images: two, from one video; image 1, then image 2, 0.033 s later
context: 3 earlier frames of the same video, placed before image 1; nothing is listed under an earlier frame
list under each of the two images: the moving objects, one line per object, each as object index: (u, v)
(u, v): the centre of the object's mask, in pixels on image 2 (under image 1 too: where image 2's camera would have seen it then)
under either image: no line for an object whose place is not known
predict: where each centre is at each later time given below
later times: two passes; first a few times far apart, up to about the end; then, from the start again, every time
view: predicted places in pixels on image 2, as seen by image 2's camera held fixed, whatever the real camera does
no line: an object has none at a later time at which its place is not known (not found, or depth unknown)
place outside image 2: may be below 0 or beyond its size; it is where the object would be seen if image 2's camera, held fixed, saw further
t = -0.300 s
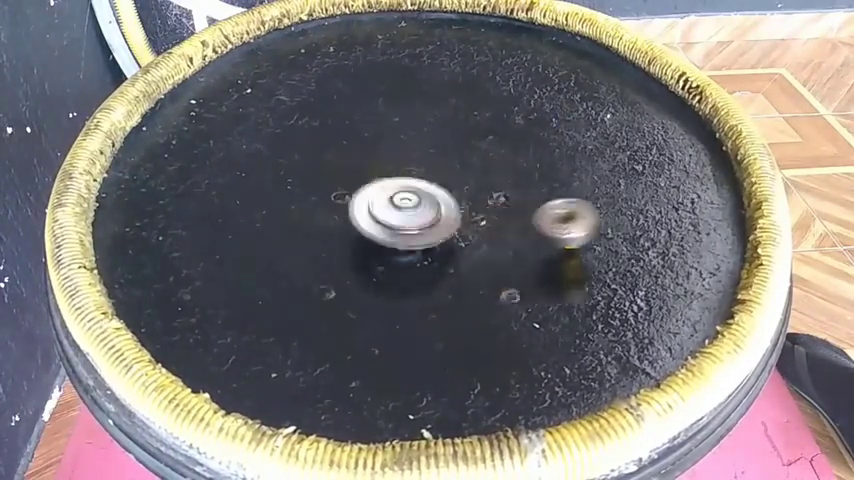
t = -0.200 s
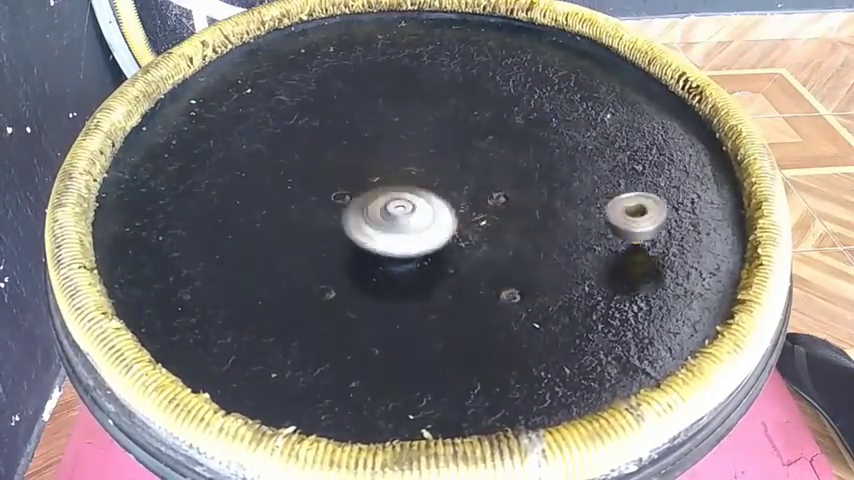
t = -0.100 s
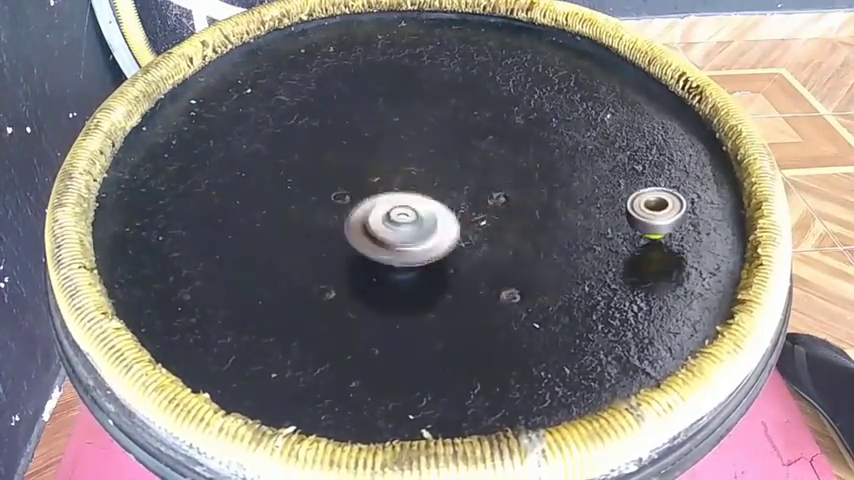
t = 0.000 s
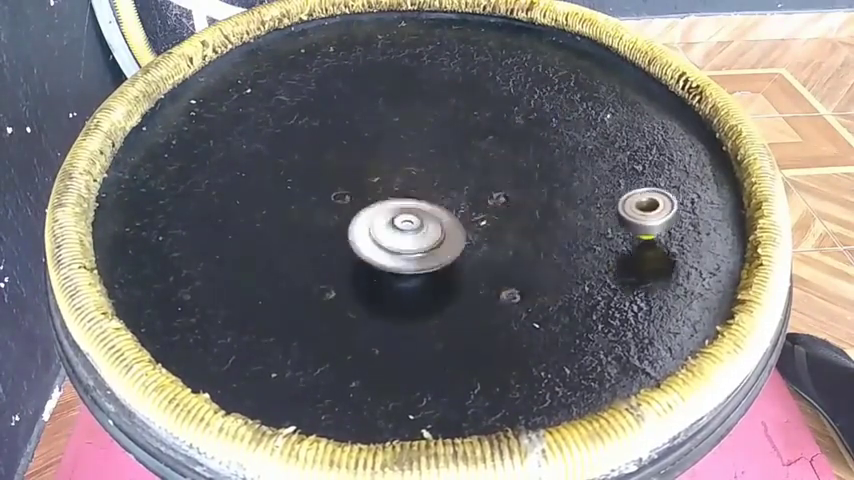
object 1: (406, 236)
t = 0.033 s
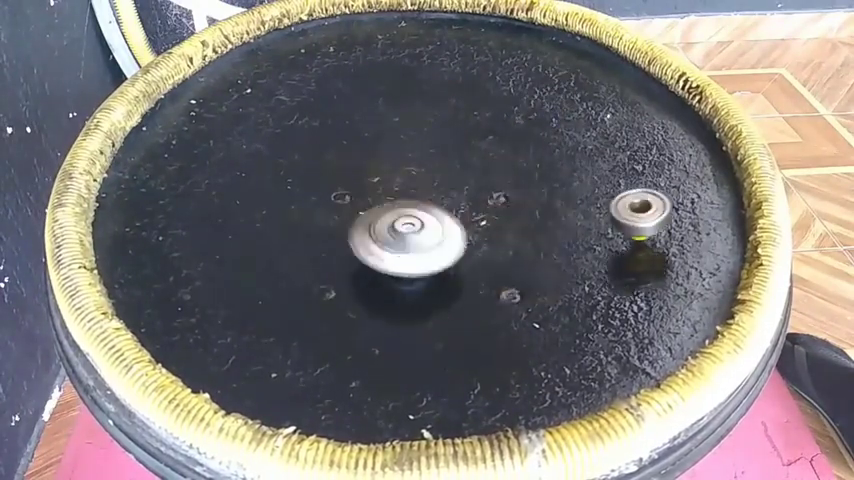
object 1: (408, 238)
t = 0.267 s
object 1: (413, 253)
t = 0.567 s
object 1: (405, 262)
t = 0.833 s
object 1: (405, 247)
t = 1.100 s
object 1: (424, 232)
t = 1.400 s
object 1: (452, 221)
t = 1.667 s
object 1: (473, 214)
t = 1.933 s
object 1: (481, 206)
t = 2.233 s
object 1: (474, 210)
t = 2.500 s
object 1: (453, 213)
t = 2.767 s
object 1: (428, 209)
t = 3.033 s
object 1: (451, 221)
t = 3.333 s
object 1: (450, 227)
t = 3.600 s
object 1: (441, 227)
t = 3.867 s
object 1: (452, 224)
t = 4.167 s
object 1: (455, 217)
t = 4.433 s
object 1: (464, 219)
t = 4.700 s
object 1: (460, 221)
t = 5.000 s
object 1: (446, 211)
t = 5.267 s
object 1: (456, 208)
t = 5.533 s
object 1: (452, 209)
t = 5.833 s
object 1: (443, 207)
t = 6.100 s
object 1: (434, 205)
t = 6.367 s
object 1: (427, 204)
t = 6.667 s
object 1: (420, 206)
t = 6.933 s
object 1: (417, 206)
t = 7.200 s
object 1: (428, 209)
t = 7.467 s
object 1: (432, 212)
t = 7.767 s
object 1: (432, 213)
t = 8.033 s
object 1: (434, 212)
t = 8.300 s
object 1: (436, 213)
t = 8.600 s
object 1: (437, 213)
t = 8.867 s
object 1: (433, 219)
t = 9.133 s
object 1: (431, 218)
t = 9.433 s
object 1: (425, 217)
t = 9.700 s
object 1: (426, 218)
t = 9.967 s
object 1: (429, 221)
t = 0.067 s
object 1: (410, 241)
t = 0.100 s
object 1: (411, 244)
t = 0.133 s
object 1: (413, 247)
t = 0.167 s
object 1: (413, 248)
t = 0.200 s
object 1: (413, 250)
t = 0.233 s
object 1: (414, 251)
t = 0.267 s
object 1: (413, 253)
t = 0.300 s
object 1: (414, 254)
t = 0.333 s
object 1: (413, 254)
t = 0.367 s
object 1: (413, 256)
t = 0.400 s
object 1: (414, 256)
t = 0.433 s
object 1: (411, 258)
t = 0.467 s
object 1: (409, 260)
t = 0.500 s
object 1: (407, 261)
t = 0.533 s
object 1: (406, 263)
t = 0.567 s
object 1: (405, 262)
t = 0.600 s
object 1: (403, 262)
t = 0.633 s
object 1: (403, 261)
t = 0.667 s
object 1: (403, 259)
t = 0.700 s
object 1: (403, 258)
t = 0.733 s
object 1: (404, 255)
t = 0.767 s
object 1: (403, 253)
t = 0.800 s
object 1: (405, 250)
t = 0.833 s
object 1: (405, 247)
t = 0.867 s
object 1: (406, 244)
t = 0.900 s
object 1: (407, 240)
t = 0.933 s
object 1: (408, 238)
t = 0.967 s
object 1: (411, 235)
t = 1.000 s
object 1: (414, 236)
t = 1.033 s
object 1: (418, 235)
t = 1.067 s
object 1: (421, 233)
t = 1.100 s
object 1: (424, 232)
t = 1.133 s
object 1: (428, 229)
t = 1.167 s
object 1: (431, 228)
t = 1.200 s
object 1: (435, 226)
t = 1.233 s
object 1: (438, 225)
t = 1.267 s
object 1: (441, 224)
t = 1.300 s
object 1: (445, 223)
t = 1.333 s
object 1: (446, 223)
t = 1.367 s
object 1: (449, 223)
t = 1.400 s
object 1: (452, 221)
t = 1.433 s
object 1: (455, 220)
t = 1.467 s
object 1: (458, 220)
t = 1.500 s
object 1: (461, 220)
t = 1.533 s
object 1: (464, 220)
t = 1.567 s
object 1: (467, 219)
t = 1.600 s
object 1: (468, 217)
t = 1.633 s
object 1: (471, 216)
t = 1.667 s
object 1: (473, 214)
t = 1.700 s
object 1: (474, 212)
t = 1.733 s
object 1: (477, 211)
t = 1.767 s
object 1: (478, 209)
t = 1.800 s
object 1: (479, 209)
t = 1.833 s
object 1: (481, 208)
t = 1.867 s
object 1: (481, 207)
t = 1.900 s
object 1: (481, 207)
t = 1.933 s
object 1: (481, 206)
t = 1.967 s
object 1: (480, 206)
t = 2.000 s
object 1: (480, 206)
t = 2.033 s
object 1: (477, 205)
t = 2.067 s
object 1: (474, 206)
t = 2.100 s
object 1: (473, 205)
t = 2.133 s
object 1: (469, 205)
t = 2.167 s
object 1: (472, 208)
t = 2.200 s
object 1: (474, 209)
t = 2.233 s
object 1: (474, 210)
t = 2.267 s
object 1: (473, 212)
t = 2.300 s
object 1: (470, 212)
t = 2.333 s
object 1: (469, 213)
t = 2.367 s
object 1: (467, 214)
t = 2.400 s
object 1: (464, 213)
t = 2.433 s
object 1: (460, 214)
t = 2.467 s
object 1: (457, 214)
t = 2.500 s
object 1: (453, 213)
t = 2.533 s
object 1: (449, 213)
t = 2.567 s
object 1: (446, 213)
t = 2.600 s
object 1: (443, 211)
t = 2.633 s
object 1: (438, 212)
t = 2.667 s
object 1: (435, 211)
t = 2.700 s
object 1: (431, 210)
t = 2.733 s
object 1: (428, 209)
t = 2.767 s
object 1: (428, 209)
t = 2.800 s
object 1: (434, 211)
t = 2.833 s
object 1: (440, 213)
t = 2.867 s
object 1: (444, 215)
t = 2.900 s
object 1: (447, 215)
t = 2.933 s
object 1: (448, 217)
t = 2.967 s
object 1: (449, 219)
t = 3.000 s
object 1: (451, 219)
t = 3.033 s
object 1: (451, 221)
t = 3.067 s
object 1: (452, 222)
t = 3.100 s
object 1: (453, 223)
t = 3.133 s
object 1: (452, 223)
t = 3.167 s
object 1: (452, 225)
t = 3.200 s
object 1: (453, 226)
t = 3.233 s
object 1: (452, 226)
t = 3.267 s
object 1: (450, 227)
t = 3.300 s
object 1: (450, 228)
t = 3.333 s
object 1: (450, 227)
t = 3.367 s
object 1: (447, 227)
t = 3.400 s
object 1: (445, 228)
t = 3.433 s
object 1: (443, 227)
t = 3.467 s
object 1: (440, 226)
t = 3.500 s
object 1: (437, 227)
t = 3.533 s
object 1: (436, 226)
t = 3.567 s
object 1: (438, 226)
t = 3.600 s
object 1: (441, 227)
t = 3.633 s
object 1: (444, 227)
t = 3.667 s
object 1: (446, 226)
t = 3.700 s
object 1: (446, 226)
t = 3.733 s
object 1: (447, 226)
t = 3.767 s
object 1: (450, 226)
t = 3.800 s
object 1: (450, 224)
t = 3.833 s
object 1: (450, 224)
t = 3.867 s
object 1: (452, 224)
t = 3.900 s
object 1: (453, 223)
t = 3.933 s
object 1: (453, 222)
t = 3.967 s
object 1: (453, 222)
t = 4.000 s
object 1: (455, 221)
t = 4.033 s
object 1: (456, 220)
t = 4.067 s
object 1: (455, 220)
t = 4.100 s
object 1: (455, 220)
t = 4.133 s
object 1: (455, 218)
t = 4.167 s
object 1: (455, 217)
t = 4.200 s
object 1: (455, 216)
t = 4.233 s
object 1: (456, 216)
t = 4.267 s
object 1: (458, 215)
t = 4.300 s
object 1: (457, 215)
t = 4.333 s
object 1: (457, 216)
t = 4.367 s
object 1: (461, 218)
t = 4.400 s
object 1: (463, 219)
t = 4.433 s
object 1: (464, 219)
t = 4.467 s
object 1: (464, 220)
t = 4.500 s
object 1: (463, 222)
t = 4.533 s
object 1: (464, 223)
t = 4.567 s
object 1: (464, 222)
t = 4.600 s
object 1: (462, 222)
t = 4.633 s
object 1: (461, 223)
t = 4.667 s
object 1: (461, 222)
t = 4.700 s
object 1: (460, 221)
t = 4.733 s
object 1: (458, 221)
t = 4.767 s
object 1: (456, 221)
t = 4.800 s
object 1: (455, 220)
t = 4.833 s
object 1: (454, 218)
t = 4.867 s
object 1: (451, 216)
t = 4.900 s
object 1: (450, 216)
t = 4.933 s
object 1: (449, 215)
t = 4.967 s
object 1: (448, 213)
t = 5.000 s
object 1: (446, 211)
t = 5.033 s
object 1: (445, 212)
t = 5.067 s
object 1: (449, 212)
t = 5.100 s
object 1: (452, 211)
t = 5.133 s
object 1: (454, 210)
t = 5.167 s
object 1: (454, 210)
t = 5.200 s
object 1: (456, 210)
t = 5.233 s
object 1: (457, 209)
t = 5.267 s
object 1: (456, 208)
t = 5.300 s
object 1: (456, 208)
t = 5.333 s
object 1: (456, 209)
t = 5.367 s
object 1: (456, 210)
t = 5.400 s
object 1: (457, 209)
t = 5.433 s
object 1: (455, 209)
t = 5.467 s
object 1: (454, 209)
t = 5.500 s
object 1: (453, 210)
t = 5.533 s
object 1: (452, 209)
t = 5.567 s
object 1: (451, 209)
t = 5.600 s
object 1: (448, 208)
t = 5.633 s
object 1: (446, 208)
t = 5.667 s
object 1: (446, 208)
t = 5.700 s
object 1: (446, 207)
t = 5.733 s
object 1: (445, 206)
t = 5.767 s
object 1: (444, 206)
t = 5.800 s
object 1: (443, 206)
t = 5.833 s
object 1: (443, 207)
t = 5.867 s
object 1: (443, 206)
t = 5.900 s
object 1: (442, 205)
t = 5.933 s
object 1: (440, 205)
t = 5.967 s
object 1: (439, 206)
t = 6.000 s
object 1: (438, 206)
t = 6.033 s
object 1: (438, 205)
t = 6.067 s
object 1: (436, 205)
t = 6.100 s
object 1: (434, 205)
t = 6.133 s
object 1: (433, 205)
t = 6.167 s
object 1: (432, 205)
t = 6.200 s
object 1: (430, 204)
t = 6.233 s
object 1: (428, 204)
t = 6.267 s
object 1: (428, 205)
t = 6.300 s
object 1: (428, 205)
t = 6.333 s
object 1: (428, 205)
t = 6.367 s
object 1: (427, 204)
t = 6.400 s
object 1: (425, 204)
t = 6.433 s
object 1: (423, 205)
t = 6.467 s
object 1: (423, 205)
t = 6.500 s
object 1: (423, 205)
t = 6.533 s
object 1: (423, 204)
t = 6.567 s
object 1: (421, 204)
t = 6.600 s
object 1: (420, 205)
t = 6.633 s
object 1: (420, 206)
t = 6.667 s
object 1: (420, 206)
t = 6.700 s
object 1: (419, 205)
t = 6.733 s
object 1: (417, 205)
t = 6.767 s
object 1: (416, 206)
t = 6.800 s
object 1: (416, 206)
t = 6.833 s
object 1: (417, 206)
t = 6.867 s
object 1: (417, 205)
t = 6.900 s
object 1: (417, 206)
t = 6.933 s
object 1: (417, 206)
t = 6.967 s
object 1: (419, 208)
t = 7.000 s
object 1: (421, 208)
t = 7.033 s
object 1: (423, 207)
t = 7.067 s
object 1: (423, 206)
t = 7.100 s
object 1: (423, 207)
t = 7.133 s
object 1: (423, 208)
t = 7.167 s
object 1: (426, 209)
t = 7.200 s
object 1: (428, 209)
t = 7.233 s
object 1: (431, 209)
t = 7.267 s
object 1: (431, 208)
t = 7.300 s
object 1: (430, 208)
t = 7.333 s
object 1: (429, 209)
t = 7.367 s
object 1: (429, 210)
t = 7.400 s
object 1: (431, 212)
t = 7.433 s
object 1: (433, 212)
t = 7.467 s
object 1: (432, 212)
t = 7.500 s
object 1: (430, 213)
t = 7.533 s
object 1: (430, 214)
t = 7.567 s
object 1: (432, 215)
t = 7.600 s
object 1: (433, 214)
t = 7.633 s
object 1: (434, 212)
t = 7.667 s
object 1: (434, 212)
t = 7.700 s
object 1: (432, 212)
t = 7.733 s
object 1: (432, 213)
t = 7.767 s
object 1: (432, 213)
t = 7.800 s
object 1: (431, 212)
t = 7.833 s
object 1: (430, 212)
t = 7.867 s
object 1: (429, 214)
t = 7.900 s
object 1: (430, 215)
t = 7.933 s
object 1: (432, 215)
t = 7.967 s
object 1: (434, 214)
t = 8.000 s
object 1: (434, 212)
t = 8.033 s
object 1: (434, 212)
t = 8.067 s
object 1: (434, 212)
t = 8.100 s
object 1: (435, 213)
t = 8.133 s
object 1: (436, 212)
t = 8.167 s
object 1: (436, 211)
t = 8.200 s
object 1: (435, 211)
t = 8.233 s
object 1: (434, 212)
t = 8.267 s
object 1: (435, 213)
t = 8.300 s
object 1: (436, 213)
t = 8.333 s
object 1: (436, 213)
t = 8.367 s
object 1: (437, 212)
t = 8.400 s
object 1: (435, 211)
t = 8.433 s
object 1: (434, 211)
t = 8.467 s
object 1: (433, 212)
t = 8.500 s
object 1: (433, 214)
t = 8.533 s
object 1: (435, 214)
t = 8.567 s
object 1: (436, 214)
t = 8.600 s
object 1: (437, 213)
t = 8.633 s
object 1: (436, 213)
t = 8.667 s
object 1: (436, 213)
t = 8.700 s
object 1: (434, 214)
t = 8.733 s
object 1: (433, 214)
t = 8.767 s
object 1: (432, 215)
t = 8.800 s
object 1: (431, 216)
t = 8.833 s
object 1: (431, 218)
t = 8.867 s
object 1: (433, 219)
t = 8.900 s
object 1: (434, 219)
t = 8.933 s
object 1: (435, 218)
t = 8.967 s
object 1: (433, 217)
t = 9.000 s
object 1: (432, 217)
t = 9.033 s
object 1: (431, 218)
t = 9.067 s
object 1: (431, 218)
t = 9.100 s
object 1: (431, 218)
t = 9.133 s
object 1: (431, 218)
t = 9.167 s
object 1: (430, 218)
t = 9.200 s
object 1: (429, 219)
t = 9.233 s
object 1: (430, 219)
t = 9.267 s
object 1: (431, 219)
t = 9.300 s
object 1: (431, 217)
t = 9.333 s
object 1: (431, 217)
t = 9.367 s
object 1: (430, 216)
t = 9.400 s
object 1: (427, 215)
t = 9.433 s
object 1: (425, 217)
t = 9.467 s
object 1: (425, 219)
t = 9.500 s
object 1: (425, 220)
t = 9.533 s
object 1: (426, 220)
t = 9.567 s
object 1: (427, 220)
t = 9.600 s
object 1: (428, 220)
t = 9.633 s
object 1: (428, 220)
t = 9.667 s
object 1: (427, 219)
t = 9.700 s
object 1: (426, 218)
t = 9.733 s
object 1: (424, 219)
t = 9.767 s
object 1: (423, 220)
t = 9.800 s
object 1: (424, 222)
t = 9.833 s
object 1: (426, 223)
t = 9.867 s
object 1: (428, 222)
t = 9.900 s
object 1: (429, 221)
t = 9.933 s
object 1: (429, 221)
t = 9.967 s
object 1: (429, 221)
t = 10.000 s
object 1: (430, 223)
